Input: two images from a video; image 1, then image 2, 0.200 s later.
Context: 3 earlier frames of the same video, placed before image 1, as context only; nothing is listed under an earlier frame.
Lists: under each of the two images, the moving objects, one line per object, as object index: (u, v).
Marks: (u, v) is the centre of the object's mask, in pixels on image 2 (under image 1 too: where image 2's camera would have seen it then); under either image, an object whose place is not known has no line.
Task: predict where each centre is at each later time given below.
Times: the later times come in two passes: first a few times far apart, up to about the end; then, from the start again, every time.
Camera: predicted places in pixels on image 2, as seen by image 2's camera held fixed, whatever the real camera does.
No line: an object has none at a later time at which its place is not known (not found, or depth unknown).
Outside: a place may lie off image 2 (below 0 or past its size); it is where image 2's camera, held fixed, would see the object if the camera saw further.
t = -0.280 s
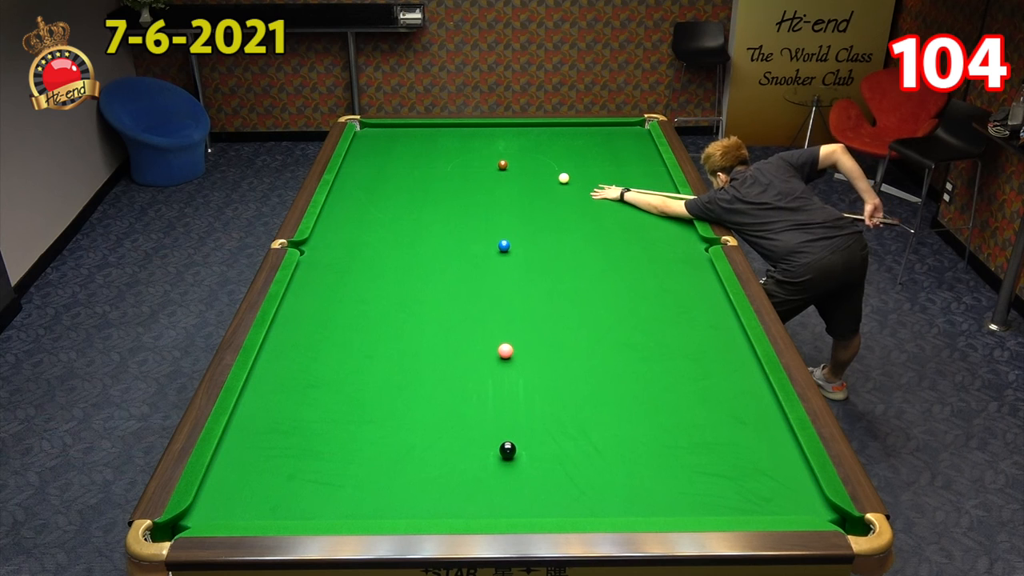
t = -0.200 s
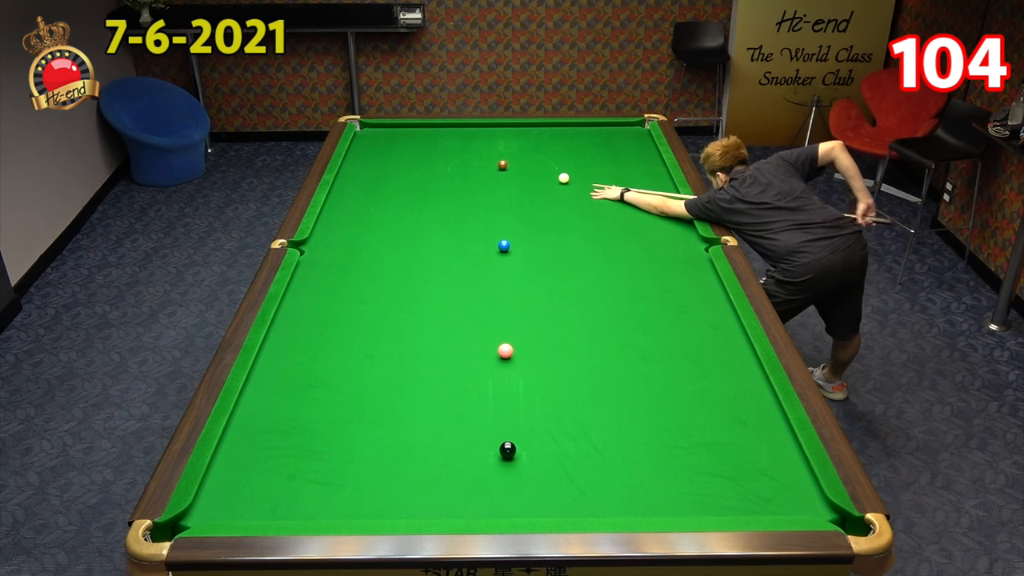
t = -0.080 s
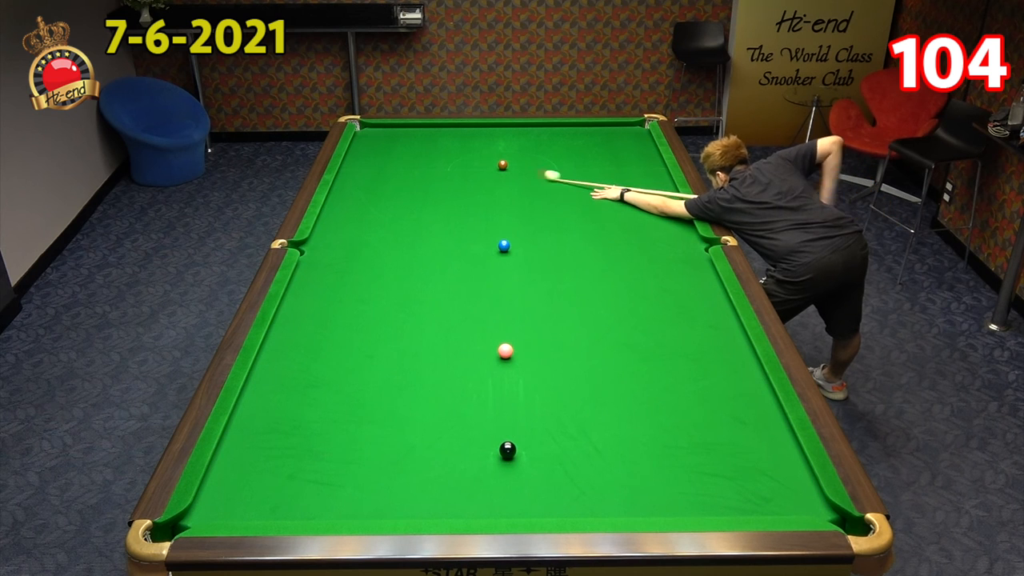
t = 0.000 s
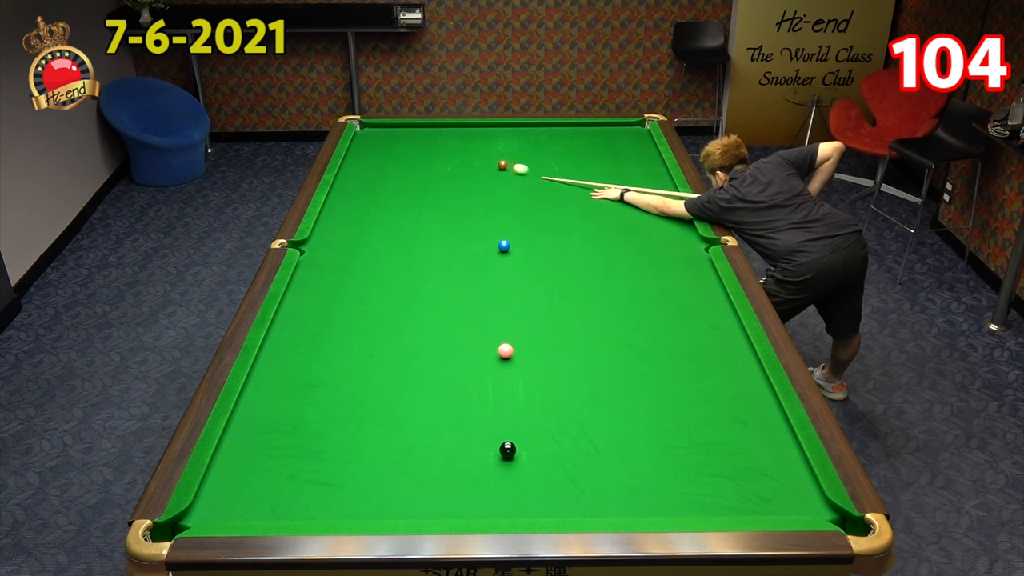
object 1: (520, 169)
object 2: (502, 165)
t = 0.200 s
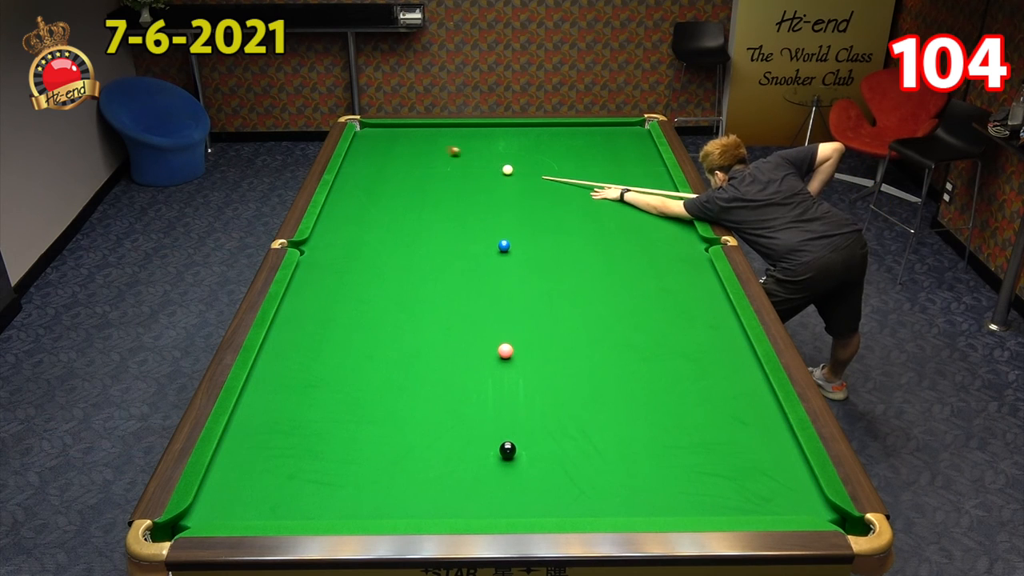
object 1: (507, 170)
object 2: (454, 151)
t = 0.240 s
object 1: (508, 170)
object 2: (445, 149)
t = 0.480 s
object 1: (517, 176)
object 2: (396, 135)
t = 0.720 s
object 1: (525, 181)
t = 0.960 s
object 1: (532, 186)
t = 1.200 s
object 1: (540, 191)
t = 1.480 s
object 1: (548, 197)
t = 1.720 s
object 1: (555, 201)
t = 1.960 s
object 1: (562, 205)
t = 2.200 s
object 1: (568, 210)
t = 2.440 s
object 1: (573, 213)
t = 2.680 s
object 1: (578, 217)
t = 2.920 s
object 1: (582, 220)
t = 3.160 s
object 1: (586, 223)
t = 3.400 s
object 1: (590, 226)
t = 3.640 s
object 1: (593, 228)
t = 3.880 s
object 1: (595, 230)
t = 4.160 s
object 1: (597, 232)
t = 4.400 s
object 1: (598, 233)
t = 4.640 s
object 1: (599, 234)
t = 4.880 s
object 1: (600, 235)
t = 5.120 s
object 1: (599, 235)
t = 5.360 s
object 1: (599, 235)
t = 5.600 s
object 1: (599, 235)
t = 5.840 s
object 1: (599, 235)
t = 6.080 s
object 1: (599, 235)
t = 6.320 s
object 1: (599, 235)
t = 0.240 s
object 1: (508, 170)
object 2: (445, 149)
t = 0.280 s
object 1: (509, 171)
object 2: (436, 146)
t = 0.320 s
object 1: (511, 172)
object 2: (427, 143)
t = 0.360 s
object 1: (512, 173)
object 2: (419, 141)
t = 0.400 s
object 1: (514, 174)
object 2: (411, 139)
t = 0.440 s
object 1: (515, 175)
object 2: (403, 136)
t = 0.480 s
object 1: (517, 176)
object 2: (396, 135)
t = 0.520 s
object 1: (518, 177)
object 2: (388, 133)
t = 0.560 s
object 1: (519, 177)
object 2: (381, 131)
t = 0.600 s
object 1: (521, 178)
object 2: (374, 128)
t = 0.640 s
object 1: (522, 179)
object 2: (367, 127)
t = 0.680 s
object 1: (523, 180)
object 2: (360, 124)
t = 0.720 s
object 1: (525, 181)
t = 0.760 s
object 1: (526, 182)
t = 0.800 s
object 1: (527, 183)
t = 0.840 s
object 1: (529, 184)
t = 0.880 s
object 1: (530, 184)
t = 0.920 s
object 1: (531, 185)
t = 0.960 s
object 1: (532, 186)
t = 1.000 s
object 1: (534, 187)
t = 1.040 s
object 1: (535, 188)
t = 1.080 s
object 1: (536, 189)
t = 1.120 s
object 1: (537, 189)
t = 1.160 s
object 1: (539, 190)
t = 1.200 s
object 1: (540, 191)
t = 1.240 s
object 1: (541, 192)
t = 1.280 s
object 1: (542, 193)
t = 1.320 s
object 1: (544, 193)
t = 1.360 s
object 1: (545, 194)
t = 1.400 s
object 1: (546, 195)
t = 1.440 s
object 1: (547, 196)
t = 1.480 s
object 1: (548, 197)
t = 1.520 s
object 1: (550, 197)
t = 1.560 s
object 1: (551, 198)
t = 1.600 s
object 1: (552, 199)
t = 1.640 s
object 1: (553, 200)
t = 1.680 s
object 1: (554, 200)
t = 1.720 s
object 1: (555, 201)
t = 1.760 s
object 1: (556, 202)
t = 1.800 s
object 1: (557, 202)
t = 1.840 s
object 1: (559, 203)
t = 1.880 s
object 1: (560, 204)
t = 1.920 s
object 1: (561, 205)
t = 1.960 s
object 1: (562, 205)
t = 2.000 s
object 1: (563, 206)
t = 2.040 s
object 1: (564, 207)
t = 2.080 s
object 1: (565, 207)
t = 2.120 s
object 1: (566, 208)
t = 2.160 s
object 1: (567, 209)
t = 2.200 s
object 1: (568, 210)
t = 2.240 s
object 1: (569, 210)
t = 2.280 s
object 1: (569, 211)
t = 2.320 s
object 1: (571, 211)
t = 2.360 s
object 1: (571, 212)
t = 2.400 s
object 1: (572, 213)
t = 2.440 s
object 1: (573, 213)
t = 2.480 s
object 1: (574, 214)
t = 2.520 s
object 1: (575, 215)
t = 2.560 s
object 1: (576, 215)
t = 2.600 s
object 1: (576, 216)
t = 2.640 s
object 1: (577, 216)
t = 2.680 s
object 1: (578, 217)
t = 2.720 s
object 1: (579, 217)
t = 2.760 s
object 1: (580, 218)
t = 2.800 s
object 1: (580, 218)
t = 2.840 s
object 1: (581, 219)
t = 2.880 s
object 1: (582, 220)
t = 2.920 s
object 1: (582, 220)
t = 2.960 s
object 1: (583, 221)
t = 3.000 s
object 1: (584, 221)
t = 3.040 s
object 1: (585, 222)
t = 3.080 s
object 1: (585, 222)
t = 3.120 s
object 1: (586, 223)
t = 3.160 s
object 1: (586, 223)
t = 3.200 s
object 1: (587, 224)
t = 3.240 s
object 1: (588, 224)
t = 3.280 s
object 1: (588, 225)
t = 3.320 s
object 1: (589, 225)
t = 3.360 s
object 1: (589, 225)
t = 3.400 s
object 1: (590, 226)
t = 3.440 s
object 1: (590, 226)
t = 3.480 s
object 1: (591, 227)
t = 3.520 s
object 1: (591, 227)
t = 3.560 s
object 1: (592, 227)
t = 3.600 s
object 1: (592, 228)
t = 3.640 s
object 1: (593, 228)
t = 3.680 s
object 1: (593, 228)
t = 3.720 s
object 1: (593, 229)
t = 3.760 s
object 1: (594, 229)
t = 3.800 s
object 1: (594, 229)
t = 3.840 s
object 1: (595, 230)
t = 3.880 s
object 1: (595, 230)
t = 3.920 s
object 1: (595, 230)
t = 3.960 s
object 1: (596, 231)
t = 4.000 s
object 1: (596, 231)
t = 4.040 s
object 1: (596, 231)
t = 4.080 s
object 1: (597, 232)
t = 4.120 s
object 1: (597, 232)
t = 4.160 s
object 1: (597, 232)
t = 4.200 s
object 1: (597, 232)
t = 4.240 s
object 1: (598, 232)
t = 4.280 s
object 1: (598, 233)
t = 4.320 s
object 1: (598, 233)
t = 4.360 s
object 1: (598, 233)
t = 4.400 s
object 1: (598, 233)
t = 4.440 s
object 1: (598, 233)
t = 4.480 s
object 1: (599, 234)
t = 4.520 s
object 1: (599, 234)
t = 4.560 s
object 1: (599, 234)
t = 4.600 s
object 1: (599, 234)
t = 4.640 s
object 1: (599, 234)
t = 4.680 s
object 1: (599, 234)
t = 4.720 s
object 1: (599, 234)
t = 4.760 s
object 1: (599, 234)
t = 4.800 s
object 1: (599, 234)
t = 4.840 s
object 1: (599, 234)
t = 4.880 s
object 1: (600, 235)
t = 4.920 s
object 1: (599, 235)
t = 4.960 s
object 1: (599, 235)
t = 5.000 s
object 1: (599, 235)
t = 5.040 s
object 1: (599, 235)
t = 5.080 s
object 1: (599, 235)
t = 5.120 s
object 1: (599, 235)
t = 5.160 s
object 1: (599, 235)
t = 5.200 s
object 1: (599, 235)
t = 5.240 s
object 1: (599, 235)
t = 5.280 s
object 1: (599, 235)
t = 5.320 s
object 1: (599, 235)
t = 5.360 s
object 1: (599, 235)
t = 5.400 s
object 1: (599, 235)
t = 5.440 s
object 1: (599, 235)
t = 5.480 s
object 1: (599, 235)
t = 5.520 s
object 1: (599, 235)
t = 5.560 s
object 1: (599, 235)
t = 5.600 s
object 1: (599, 235)
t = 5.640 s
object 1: (599, 235)
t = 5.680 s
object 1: (599, 235)
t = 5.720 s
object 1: (599, 235)
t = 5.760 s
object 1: (599, 235)
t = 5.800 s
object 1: (599, 235)
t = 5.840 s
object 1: (599, 235)
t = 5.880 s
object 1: (599, 235)
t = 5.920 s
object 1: (599, 235)
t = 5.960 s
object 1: (599, 235)
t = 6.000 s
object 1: (599, 235)
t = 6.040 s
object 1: (599, 235)
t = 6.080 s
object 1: (599, 235)
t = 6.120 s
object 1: (599, 235)
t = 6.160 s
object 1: (599, 235)
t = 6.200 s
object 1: (599, 235)
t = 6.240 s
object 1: (599, 235)
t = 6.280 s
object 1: (599, 235)
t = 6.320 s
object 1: (599, 235)
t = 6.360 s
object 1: (599, 235)
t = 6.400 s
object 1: (599, 235)
